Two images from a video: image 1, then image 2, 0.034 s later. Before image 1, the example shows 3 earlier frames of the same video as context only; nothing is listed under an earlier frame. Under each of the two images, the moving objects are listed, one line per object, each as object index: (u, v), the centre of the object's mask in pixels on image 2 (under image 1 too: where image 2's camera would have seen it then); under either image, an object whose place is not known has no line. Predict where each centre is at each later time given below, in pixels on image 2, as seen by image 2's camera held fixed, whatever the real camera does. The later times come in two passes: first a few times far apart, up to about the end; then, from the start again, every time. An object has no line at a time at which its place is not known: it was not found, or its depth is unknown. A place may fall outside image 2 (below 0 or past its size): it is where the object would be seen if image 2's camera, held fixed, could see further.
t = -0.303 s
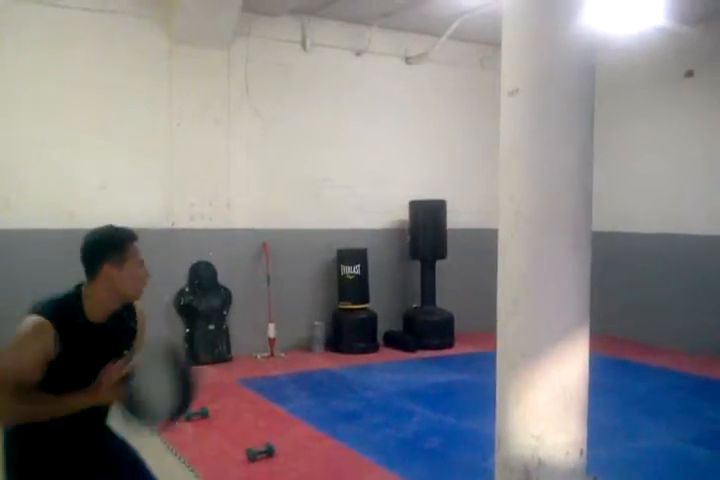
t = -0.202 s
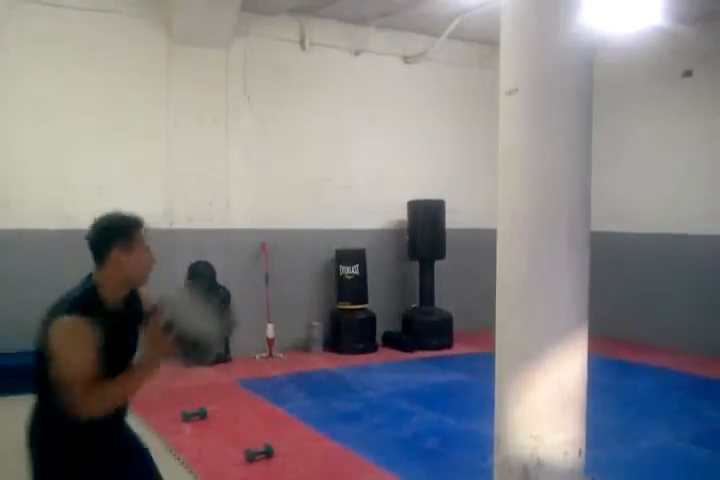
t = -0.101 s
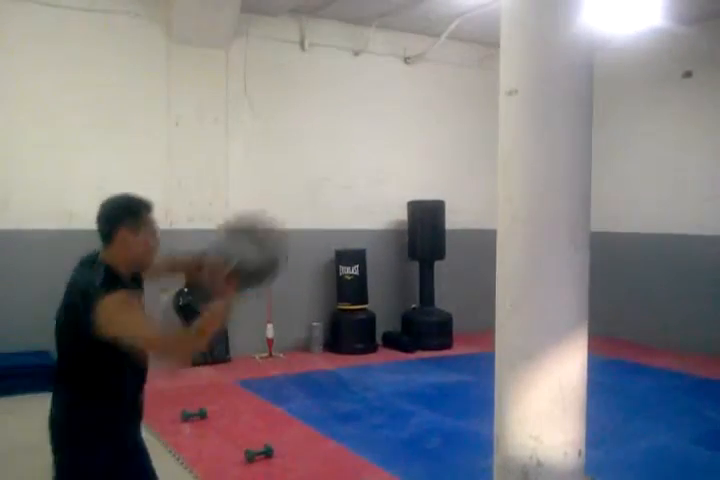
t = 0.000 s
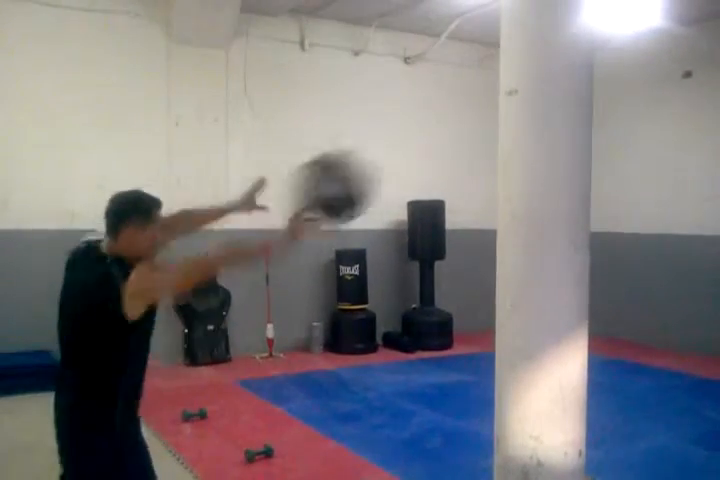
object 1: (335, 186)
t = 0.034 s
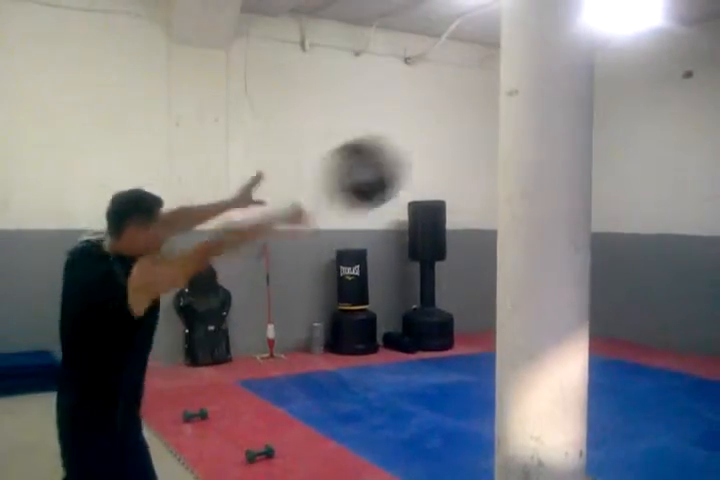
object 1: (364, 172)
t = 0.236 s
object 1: (470, 142)
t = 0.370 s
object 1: (383, 174)
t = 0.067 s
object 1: (394, 160)
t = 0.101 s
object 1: (422, 152)
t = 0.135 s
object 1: (449, 145)
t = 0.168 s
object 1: (473, 142)
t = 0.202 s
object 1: (491, 143)
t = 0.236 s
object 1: (470, 142)
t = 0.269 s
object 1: (453, 145)
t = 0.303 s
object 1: (430, 152)
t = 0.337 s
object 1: (408, 160)
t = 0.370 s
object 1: (383, 174)
